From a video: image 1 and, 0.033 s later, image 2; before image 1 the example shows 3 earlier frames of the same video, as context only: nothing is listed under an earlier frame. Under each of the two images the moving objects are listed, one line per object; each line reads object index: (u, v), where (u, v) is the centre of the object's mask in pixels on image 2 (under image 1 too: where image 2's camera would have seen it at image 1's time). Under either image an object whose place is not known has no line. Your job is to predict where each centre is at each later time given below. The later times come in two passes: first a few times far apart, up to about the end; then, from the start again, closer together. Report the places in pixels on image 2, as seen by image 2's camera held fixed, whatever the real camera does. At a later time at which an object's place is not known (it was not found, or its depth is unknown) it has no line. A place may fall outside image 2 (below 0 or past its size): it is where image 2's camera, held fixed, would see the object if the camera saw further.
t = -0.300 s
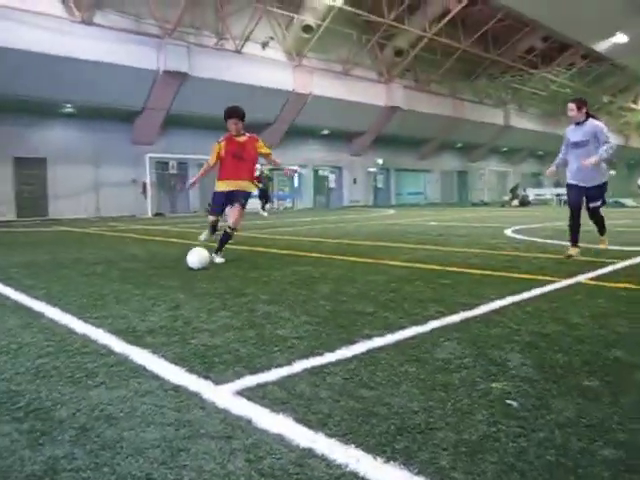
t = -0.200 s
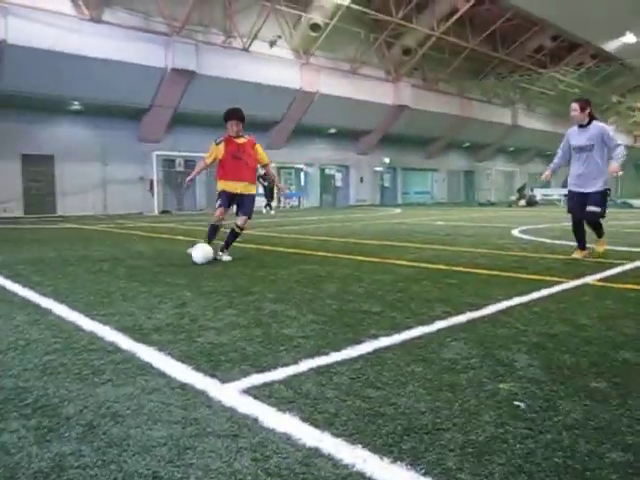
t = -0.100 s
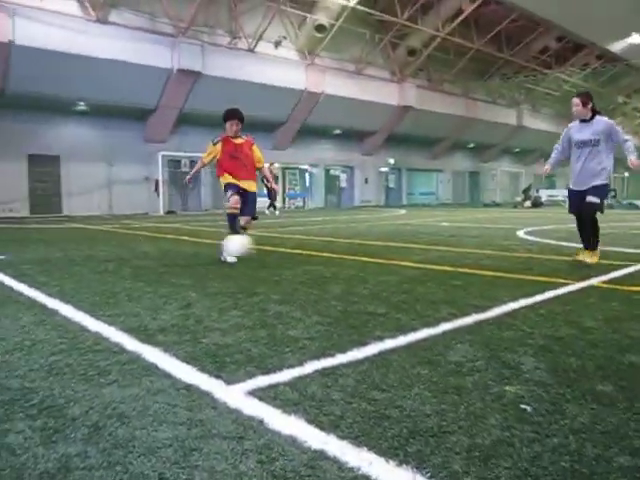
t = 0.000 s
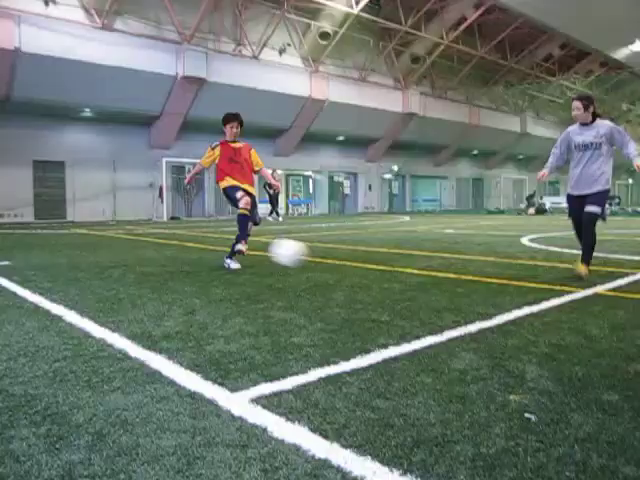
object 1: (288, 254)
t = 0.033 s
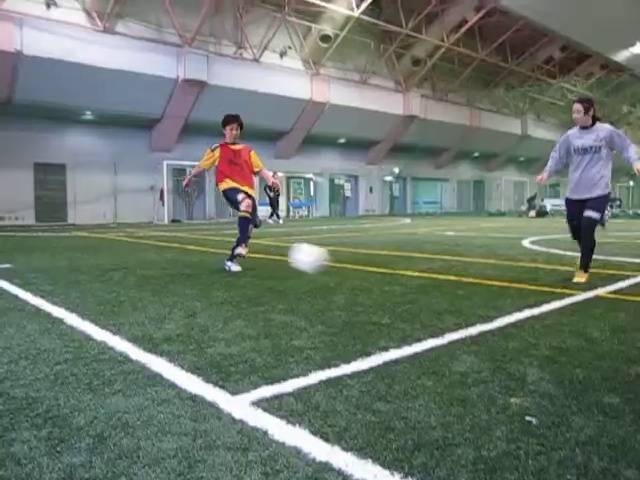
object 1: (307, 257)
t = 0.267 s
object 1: (514, 317)
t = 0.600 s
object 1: (879, 386)
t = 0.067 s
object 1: (329, 263)
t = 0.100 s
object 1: (354, 271)
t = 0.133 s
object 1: (381, 282)
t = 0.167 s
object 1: (413, 294)
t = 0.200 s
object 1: (447, 310)
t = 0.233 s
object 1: (481, 318)
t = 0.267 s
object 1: (514, 317)
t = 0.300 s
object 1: (549, 318)
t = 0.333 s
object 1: (588, 322)
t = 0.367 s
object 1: (628, 328)
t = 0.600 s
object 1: (879, 386)
